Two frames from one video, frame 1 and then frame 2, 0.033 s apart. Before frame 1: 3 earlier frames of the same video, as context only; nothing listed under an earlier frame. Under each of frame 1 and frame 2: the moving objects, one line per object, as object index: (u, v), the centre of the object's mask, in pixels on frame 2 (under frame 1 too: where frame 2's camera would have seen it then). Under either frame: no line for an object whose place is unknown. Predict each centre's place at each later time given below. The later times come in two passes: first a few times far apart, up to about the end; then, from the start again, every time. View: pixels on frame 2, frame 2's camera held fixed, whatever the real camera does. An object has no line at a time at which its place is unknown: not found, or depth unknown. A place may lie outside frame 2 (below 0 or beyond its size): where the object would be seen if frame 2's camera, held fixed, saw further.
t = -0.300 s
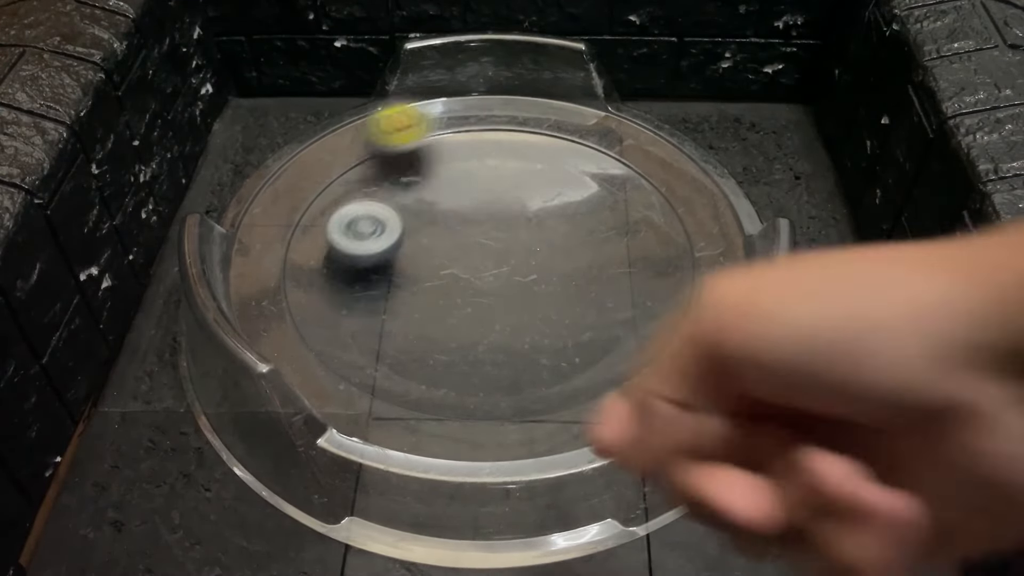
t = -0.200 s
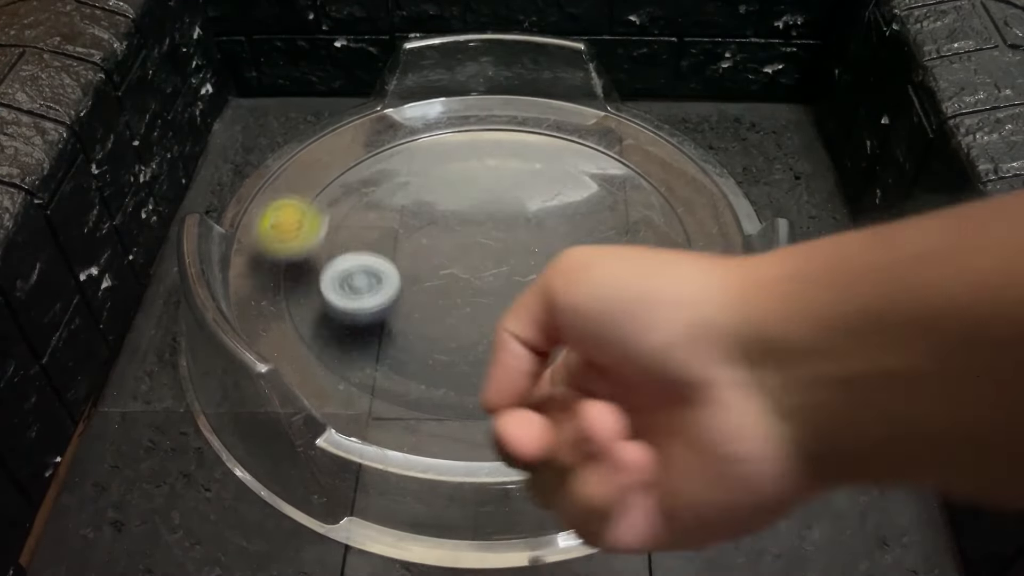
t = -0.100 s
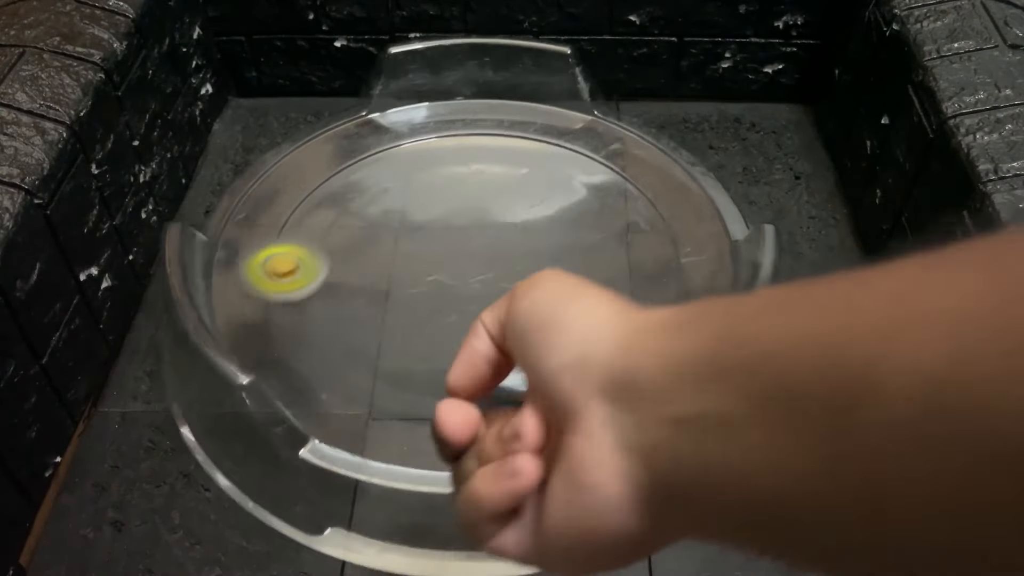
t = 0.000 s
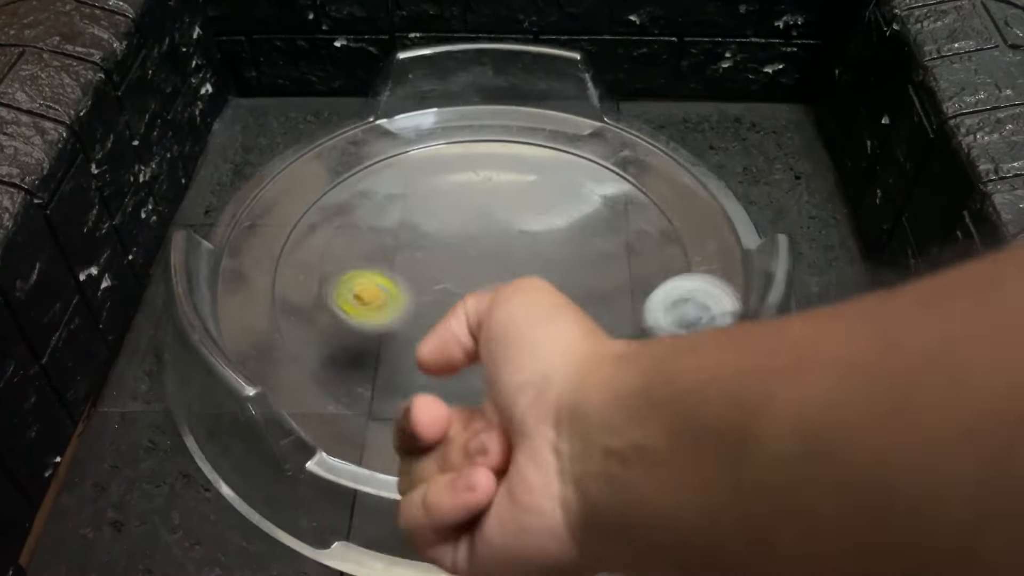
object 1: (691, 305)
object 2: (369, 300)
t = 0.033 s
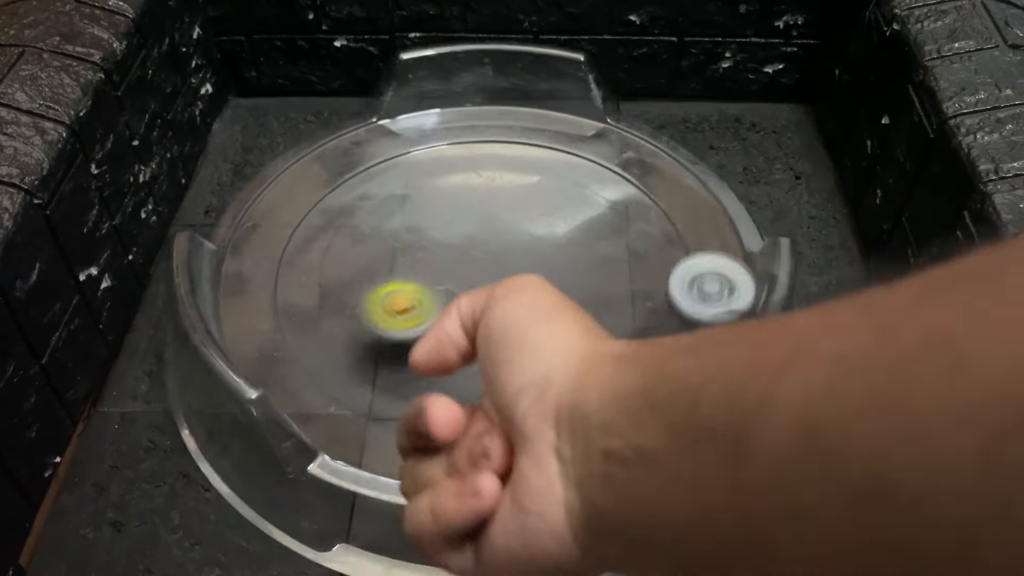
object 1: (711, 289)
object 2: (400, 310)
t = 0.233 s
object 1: (675, 152)
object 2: (534, 252)
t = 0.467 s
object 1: (560, 137)
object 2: (424, 136)
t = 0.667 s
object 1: (452, 205)
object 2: (331, 241)
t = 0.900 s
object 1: (505, 211)
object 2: (465, 461)
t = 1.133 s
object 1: (510, 212)
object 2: (589, 357)
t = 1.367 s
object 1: (500, 224)
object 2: (450, 321)
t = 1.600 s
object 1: (507, 168)
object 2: (382, 422)
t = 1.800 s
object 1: (468, 205)
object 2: (382, 430)
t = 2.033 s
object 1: (492, 274)
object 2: (354, 399)
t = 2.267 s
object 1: (595, 285)
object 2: (407, 329)
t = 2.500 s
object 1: (610, 241)
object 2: (377, 232)
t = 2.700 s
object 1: (550, 237)
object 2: (317, 221)
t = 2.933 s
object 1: (495, 285)
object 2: (422, 253)
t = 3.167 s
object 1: (512, 344)
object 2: (500, 173)
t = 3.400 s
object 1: (575, 341)
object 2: (453, 163)
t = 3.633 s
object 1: (553, 298)
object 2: (524, 237)
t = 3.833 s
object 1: (546, 416)
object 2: (517, 133)
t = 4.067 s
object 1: (553, 413)
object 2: (525, 240)
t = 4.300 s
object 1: (542, 371)
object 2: (606, 299)
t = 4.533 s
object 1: (488, 328)
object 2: (667, 300)
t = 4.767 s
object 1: (403, 301)
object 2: (576, 297)
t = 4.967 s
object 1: (361, 293)
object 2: (469, 327)
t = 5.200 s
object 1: (364, 288)
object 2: (398, 370)
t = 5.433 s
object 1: (389, 275)
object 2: (437, 358)
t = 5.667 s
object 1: (401, 194)
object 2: (512, 360)
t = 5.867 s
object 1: (395, 155)
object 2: (590, 320)
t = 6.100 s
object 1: (431, 163)
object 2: (565, 246)
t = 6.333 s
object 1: (476, 154)
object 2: (467, 217)
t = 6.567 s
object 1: (518, 160)
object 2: (393, 256)
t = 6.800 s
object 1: (543, 183)
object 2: (432, 315)
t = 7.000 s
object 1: (567, 215)
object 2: (519, 313)
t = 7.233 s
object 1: (651, 170)
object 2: (460, 341)
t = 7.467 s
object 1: (670, 186)
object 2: (478, 344)
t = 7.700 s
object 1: (651, 226)
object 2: (481, 289)
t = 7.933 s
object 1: (599, 275)
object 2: (460, 235)
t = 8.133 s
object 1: (547, 331)
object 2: (439, 213)
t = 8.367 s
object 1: (515, 382)
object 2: (465, 246)
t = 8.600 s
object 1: (492, 388)
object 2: (529, 269)
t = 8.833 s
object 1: (467, 369)
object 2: (577, 275)
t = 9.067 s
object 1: (424, 324)
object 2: (555, 276)
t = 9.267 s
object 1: (378, 281)
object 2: (503, 295)
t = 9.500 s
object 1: (354, 245)
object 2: (456, 318)
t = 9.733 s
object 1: (372, 233)
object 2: (449, 319)
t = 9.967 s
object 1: (416, 219)
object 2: (460, 279)
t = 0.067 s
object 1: (714, 265)
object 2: (432, 305)
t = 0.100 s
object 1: (713, 236)
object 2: (466, 309)
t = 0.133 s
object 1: (708, 212)
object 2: (491, 301)
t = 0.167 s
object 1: (700, 190)
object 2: (512, 290)
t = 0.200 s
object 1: (689, 171)
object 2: (526, 272)
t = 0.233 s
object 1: (675, 152)
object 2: (534, 252)
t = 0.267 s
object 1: (658, 135)
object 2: (534, 230)
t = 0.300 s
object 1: (641, 122)
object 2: (528, 207)
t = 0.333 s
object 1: (621, 112)
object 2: (515, 186)
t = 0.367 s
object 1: (607, 110)
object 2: (496, 167)
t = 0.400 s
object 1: (592, 122)
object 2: (475, 152)
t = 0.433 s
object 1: (576, 127)
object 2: (449, 141)
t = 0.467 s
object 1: (560, 137)
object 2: (424, 136)
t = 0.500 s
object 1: (543, 144)
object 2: (395, 140)
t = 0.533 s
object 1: (524, 154)
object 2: (370, 155)
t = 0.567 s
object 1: (506, 163)
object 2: (348, 173)
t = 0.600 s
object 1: (485, 177)
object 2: (333, 193)
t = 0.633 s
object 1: (468, 192)
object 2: (328, 217)
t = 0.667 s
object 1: (452, 205)
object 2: (331, 241)
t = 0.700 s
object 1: (437, 223)
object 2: (343, 268)
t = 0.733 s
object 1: (427, 241)
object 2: (365, 292)
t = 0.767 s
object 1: (423, 256)
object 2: (394, 314)
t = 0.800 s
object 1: (445, 244)
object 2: (394, 366)
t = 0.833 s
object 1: (469, 230)
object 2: (404, 411)
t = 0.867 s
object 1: (488, 220)
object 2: (429, 437)
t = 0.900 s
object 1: (505, 211)
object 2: (465, 461)
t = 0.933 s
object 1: (515, 205)
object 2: (509, 461)
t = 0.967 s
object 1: (520, 203)
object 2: (555, 451)
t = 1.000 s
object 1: (521, 202)
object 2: (597, 442)
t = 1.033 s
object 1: (520, 202)
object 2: (608, 411)
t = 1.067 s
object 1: (518, 205)
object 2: (600, 390)
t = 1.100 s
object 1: (515, 207)
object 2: (593, 376)
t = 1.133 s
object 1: (510, 212)
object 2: (589, 357)
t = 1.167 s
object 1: (506, 216)
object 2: (583, 341)
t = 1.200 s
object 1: (501, 221)
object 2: (571, 327)
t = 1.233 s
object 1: (497, 225)
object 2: (554, 316)
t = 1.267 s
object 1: (494, 230)
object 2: (533, 308)
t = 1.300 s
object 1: (491, 235)
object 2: (509, 301)
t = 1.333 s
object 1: (490, 240)
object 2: (486, 299)
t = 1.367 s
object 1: (500, 224)
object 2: (450, 321)
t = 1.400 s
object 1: (513, 205)
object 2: (412, 350)
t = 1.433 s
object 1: (520, 190)
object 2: (385, 369)
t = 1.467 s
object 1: (523, 180)
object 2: (366, 388)
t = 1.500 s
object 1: (522, 175)
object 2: (371, 395)
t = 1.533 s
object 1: (519, 168)
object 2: (380, 406)
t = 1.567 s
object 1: (514, 166)
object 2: (383, 413)
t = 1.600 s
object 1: (507, 168)
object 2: (382, 422)
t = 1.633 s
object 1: (500, 169)
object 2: (375, 430)
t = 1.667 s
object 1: (493, 173)
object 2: (367, 436)
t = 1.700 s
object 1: (486, 179)
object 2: (367, 436)
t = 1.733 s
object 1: (478, 187)
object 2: (377, 435)
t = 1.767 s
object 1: (473, 194)
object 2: (381, 432)
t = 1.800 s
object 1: (468, 205)
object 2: (382, 430)
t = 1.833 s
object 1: (465, 214)
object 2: (379, 427)
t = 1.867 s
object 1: (464, 225)
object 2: (372, 425)
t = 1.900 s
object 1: (465, 236)
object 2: (366, 423)
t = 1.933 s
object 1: (469, 245)
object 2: (360, 420)
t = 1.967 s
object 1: (474, 256)
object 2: (355, 415)
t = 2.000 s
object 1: (482, 266)
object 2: (354, 408)
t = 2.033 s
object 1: (492, 274)
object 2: (354, 399)
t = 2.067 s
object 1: (504, 281)
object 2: (353, 389)
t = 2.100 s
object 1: (518, 287)
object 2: (358, 382)
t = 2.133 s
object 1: (533, 291)
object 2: (367, 375)
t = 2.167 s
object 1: (550, 293)
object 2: (377, 366)
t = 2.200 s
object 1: (566, 293)
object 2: (388, 356)
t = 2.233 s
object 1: (581, 290)
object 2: (399, 343)
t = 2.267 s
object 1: (595, 285)
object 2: (407, 329)
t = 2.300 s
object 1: (606, 279)
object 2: (411, 313)
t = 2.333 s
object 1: (614, 272)
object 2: (412, 297)
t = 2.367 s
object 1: (618, 265)
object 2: (410, 281)
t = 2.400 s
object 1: (620, 258)
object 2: (405, 266)
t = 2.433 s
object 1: (619, 252)
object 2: (398, 254)
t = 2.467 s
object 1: (615, 246)
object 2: (388, 242)
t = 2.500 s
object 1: (610, 241)
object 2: (377, 232)
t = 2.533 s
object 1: (603, 238)
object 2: (366, 224)
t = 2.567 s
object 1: (594, 235)
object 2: (352, 217)
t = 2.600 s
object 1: (584, 233)
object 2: (340, 212)
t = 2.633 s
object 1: (573, 233)
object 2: (326, 206)
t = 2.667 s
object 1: (561, 235)
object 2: (316, 207)
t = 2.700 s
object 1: (550, 237)
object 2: (317, 221)
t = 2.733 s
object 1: (539, 242)
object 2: (321, 229)
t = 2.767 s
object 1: (529, 247)
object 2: (330, 236)
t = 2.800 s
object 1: (520, 253)
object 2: (345, 243)
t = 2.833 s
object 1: (511, 261)
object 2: (361, 249)
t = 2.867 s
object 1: (505, 268)
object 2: (381, 253)
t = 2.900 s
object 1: (499, 277)
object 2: (401, 255)
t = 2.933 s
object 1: (495, 285)
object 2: (422, 253)
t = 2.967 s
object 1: (492, 294)
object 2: (441, 247)
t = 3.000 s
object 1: (490, 303)
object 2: (458, 239)
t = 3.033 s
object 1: (490, 312)
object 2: (474, 229)
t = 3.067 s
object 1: (493, 320)
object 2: (486, 215)
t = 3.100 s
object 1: (497, 329)
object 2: (495, 202)
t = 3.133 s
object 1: (503, 337)
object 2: (499, 187)
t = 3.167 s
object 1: (512, 344)
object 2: (500, 173)
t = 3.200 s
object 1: (521, 349)
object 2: (498, 159)
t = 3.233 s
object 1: (531, 352)
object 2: (496, 147)
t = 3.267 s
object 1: (542, 354)
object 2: (491, 136)
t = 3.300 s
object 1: (552, 353)
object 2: (477, 132)
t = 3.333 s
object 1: (562, 351)
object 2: (463, 143)
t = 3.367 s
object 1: (569, 347)
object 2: (456, 153)
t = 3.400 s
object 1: (575, 341)
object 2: (453, 163)
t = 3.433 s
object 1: (578, 334)
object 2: (454, 177)
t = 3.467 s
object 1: (579, 327)
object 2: (455, 192)
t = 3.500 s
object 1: (578, 319)
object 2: (463, 208)
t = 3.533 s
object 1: (575, 313)
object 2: (474, 222)
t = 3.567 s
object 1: (569, 305)
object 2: (490, 234)
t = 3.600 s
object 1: (561, 298)
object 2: (507, 243)
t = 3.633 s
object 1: (553, 298)
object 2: (524, 237)
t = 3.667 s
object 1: (551, 340)
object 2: (527, 192)
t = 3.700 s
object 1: (548, 371)
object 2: (534, 151)
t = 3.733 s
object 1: (546, 396)
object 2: (535, 123)
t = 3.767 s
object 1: (544, 416)
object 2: (530, 112)
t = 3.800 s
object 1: (545, 414)
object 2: (525, 114)
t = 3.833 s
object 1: (546, 416)
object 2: (517, 133)
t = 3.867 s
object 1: (549, 414)
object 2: (511, 153)
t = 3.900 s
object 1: (552, 416)
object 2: (507, 169)
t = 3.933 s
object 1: (553, 415)
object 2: (507, 185)
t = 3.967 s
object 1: (555, 416)
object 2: (508, 200)
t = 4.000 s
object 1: (555, 416)
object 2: (511, 214)
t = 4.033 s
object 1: (554, 416)
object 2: (518, 227)
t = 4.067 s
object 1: (553, 413)
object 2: (525, 240)
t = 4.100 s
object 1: (553, 411)
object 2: (534, 253)
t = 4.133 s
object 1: (555, 406)
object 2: (544, 263)
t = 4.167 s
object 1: (554, 398)
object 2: (556, 273)
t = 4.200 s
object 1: (553, 392)
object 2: (568, 282)
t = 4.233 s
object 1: (550, 384)
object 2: (580, 289)
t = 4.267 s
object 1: (546, 378)
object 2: (594, 295)
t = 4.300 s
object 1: (542, 371)
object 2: (606, 299)
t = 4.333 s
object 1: (537, 363)
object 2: (619, 301)
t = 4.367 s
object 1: (531, 357)
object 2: (633, 305)
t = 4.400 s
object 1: (525, 351)
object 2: (643, 304)
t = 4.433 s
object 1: (517, 345)
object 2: (655, 304)
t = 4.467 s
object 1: (508, 339)
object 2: (662, 303)
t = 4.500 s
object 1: (499, 333)
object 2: (666, 302)
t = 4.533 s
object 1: (488, 328)
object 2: (667, 300)
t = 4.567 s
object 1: (476, 323)
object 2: (663, 298)
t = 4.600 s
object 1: (464, 319)
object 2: (655, 297)
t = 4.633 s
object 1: (451, 315)
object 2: (643, 294)
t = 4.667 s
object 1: (439, 311)
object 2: (629, 292)
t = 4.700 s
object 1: (427, 307)
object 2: (612, 293)
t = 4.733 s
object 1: (415, 304)
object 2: (594, 295)
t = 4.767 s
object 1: (403, 301)
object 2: (576, 297)
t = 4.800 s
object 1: (393, 298)
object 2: (557, 301)
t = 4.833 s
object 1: (383, 297)
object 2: (539, 305)
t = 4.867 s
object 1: (375, 295)
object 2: (521, 310)
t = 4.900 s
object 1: (369, 294)
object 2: (503, 315)
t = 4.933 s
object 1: (364, 294)
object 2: (485, 321)
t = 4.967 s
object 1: (361, 293)
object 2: (469, 327)
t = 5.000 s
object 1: (359, 293)
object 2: (455, 333)
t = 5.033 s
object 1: (358, 292)
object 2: (439, 338)
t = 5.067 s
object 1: (358, 292)
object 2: (427, 344)
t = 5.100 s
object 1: (359, 291)
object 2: (416, 350)
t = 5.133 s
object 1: (360, 290)
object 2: (407, 357)
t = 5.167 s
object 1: (362, 290)
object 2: (401, 363)
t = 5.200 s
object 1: (364, 288)
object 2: (398, 370)
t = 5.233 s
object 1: (367, 287)
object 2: (398, 375)
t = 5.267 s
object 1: (370, 286)
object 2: (399, 377)
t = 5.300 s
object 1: (373, 284)
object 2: (403, 378)
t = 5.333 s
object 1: (377, 282)
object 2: (409, 376)
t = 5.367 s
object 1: (381, 280)
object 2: (417, 373)
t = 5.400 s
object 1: (385, 278)
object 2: (427, 366)
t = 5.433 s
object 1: (389, 275)
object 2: (437, 358)
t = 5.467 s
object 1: (394, 273)
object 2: (444, 347)
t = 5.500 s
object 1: (399, 270)
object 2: (448, 336)
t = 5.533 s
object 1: (403, 265)
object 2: (450, 322)
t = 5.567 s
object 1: (406, 254)
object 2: (455, 320)
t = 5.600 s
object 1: (403, 229)
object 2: (475, 341)
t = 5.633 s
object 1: (402, 209)
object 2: (494, 355)
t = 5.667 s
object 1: (401, 194)
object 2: (512, 360)
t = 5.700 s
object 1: (398, 181)
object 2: (529, 360)
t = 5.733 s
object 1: (397, 172)
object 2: (545, 355)
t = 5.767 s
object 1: (396, 163)
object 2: (561, 349)
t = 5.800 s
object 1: (393, 154)
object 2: (573, 340)
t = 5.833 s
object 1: (392, 149)
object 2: (583, 331)
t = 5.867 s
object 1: (395, 155)
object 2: (590, 320)
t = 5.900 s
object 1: (398, 161)
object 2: (595, 309)
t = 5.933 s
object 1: (402, 165)
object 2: (596, 297)
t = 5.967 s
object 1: (407, 167)
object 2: (594, 286)
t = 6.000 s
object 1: (413, 167)
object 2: (591, 274)
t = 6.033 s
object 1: (419, 167)
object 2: (584, 265)
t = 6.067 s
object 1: (425, 165)
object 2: (575, 255)
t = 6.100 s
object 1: (431, 163)
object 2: (565, 246)
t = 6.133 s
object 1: (437, 162)
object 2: (552, 239)
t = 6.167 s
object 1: (443, 160)
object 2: (538, 232)
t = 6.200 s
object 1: (450, 158)
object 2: (524, 227)
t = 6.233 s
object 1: (457, 157)
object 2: (509, 223)
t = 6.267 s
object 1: (463, 155)
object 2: (494, 220)
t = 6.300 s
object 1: (469, 153)
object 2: (480, 217)
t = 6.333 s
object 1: (476, 154)
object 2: (467, 217)
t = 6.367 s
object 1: (482, 154)
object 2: (454, 218)
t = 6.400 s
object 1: (489, 154)
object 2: (441, 221)
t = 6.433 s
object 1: (495, 155)
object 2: (427, 227)
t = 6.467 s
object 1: (501, 155)
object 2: (414, 233)
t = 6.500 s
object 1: (507, 156)
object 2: (405, 239)
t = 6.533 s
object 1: (513, 158)
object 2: (398, 247)
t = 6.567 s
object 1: (518, 160)
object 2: (393, 256)
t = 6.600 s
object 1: (523, 162)
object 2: (391, 265)
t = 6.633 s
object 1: (528, 164)
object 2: (390, 274)
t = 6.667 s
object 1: (530, 168)
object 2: (393, 284)
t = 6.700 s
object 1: (533, 171)
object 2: (399, 293)
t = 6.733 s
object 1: (537, 174)
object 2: (407, 301)
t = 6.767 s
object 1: (540, 179)
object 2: (418, 309)
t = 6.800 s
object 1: (543, 183)
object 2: (432, 315)
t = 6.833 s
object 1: (546, 187)
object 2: (445, 319)
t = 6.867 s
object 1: (550, 193)
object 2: (460, 321)
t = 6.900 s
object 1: (553, 198)
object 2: (475, 322)
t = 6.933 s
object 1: (558, 203)
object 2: (490, 321)
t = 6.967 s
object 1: (562, 209)
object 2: (506, 317)
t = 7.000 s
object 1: (567, 215)
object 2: (519, 313)
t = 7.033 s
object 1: (572, 221)
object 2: (531, 306)
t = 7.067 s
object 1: (577, 227)
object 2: (542, 298)
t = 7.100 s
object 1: (583, 231)
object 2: (550, 290)
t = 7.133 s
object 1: (611, 210)
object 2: (523, 309)
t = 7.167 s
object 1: (636, 189)
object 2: (495, 324)
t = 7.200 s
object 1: (649, 175)
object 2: (473, 334)
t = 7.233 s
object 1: (651, 170)
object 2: (460, 341)
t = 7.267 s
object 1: (654, 167)
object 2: (455, 345)
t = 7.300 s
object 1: (657, 169)
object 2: (455, 348)
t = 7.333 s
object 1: (660, 170)
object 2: (457, 352)
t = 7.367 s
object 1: (663, 172)
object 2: (462, 354)
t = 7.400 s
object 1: (665, 176)
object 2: (469, 352)
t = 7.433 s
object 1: (668, 181)
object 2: (474, 349)
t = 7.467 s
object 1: (670, 186)
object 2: (478, 344)
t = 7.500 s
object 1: (672, 191)
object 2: (482, 338)
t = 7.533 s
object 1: (673, 196)
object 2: (485, 330)
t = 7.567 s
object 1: (673, 201)
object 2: (485, 322)
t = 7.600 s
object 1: (669, 208)
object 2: (485, 315)
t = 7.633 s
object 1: (663, 214)
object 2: (484, 306)
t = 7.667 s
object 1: (657, 219)
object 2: (483, 297)
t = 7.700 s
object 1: (651, 226)
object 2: (481, 289)
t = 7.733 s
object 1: (645, 232)
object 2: (479, 281)
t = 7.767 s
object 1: (639, 240)
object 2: (477, 273)
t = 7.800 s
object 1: (632, 245)
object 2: (475, 265)
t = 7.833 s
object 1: (625, 252)
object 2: (471, 256)
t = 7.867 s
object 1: (616, 259)
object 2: (468, 250)
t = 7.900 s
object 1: (607, 268)
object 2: (464, 243)
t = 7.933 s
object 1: (599, 275)
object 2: (460, 235)
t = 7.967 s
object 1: (590, 285)
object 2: (457, 229)
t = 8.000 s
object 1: (581, 293)
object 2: (453, 224)
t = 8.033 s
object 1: (572, 303)
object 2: (450, 220)
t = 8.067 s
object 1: (563, 312)
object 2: (446, 216)
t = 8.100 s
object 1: (555, 321)
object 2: (442, 214)
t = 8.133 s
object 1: (547, 331)
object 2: (439, 213)
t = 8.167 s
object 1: (540, 340)
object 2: (437, 216)
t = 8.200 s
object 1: (534, 350)
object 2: (436, 219)
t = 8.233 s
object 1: (529, 358)
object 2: (438, 224)
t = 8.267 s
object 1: (525, 366)
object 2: (444, 231)
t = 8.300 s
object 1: (521, 372)
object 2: (451, 236)
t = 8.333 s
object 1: (518, 378)
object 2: (458, 241)
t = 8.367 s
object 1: (515, 382)
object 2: (465, 246)
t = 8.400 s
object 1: (513, 384)
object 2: (475, 250)
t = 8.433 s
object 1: (511, 386)
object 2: (483, 254)
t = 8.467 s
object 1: (507, 388)
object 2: (492, 257)
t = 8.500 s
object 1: (504, 389)
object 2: (501, 261)
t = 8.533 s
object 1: (500, 389)
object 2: (511, 265)
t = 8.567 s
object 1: (496, 389)
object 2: (519, 267)
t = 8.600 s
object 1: (492, 388)
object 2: (529, 269)
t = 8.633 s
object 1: (488, 386)
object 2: (538, 271)
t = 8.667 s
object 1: (485, 384)
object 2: (545, 272)
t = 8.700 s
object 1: (481, 382)
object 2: (553, 275)
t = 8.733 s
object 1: (479, 381)
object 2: (558, 274)
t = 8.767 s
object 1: (475, 377)
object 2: (564, 276)
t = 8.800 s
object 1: (471, 373)
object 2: (571, 276)
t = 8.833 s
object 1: (467, 369)
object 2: (577, 275)
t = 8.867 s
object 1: (462, 363)
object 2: (580, 274)
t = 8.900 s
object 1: (457, 358)
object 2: (582, 273)
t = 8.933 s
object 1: (451, 352)
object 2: (581, 272)
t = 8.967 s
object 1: (445, 347)
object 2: (577, 271)
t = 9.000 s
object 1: (439, 339)
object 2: (570, 272)
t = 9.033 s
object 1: (431, 332)
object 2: (563, 274)
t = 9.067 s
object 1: (424, 324)
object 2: (555, 276)
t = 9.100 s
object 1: (416, 317)
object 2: (547, 279)
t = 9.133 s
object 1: (408, 309)
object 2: (538, 282)
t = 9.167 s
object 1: (401, 302)
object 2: (529, 284)
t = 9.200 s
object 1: (393, 295)
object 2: (521, 289)
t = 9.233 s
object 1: (384, 288)
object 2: (512, 292)
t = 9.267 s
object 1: (378, 281)
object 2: (503, 295)
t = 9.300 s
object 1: (372, 274)
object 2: (495, 299)
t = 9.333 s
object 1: (367, 268)
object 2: (488, 302)
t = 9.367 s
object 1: (362, 262)
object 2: (480, 305)
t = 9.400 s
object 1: (358, 257)
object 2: (472, 309)
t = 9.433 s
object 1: (355, 252)
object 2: (467, 313)
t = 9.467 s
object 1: (354, 249)
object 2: (462, 315)
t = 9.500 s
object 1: (354, 245)
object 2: (456, 318)
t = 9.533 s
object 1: (354, 243)
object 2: (453, 320)
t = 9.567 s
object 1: (355, 241)
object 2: (449, 321)
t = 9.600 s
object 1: (357, 239)
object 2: (446, 322)
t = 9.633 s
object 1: (360, 237)
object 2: (445, 323)
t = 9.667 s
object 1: (363, 236)
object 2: (446, 322)
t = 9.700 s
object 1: (367, 234)
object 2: (447, 321)
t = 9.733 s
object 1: (372, 233)
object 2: (449, 319)
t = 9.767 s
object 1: (376, 231)
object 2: (451, 314)
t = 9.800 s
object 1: (381, 230)
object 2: (453, 311)
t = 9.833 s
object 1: (387, 228)
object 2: (456, 305)
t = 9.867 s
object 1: (393, 226)
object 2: (457, 298)
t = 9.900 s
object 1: (400, 224)
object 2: (457, 293)
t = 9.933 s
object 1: (408, 222)
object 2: (458, 286)
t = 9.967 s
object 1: (416, 219)
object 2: (460, 279)
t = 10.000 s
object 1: (423, 215)
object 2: (461, 275)
